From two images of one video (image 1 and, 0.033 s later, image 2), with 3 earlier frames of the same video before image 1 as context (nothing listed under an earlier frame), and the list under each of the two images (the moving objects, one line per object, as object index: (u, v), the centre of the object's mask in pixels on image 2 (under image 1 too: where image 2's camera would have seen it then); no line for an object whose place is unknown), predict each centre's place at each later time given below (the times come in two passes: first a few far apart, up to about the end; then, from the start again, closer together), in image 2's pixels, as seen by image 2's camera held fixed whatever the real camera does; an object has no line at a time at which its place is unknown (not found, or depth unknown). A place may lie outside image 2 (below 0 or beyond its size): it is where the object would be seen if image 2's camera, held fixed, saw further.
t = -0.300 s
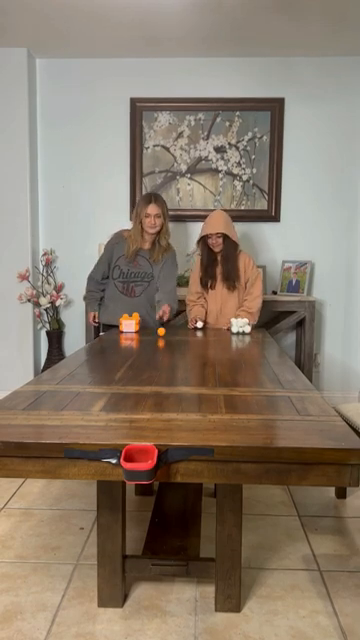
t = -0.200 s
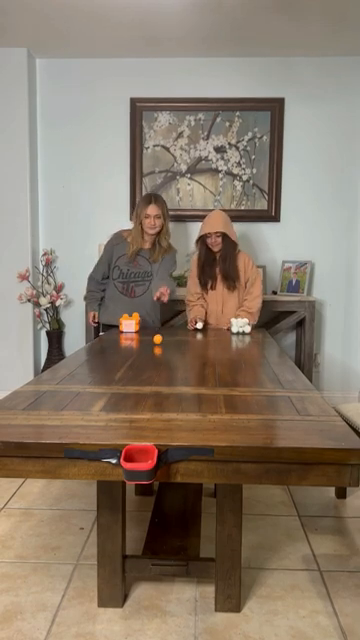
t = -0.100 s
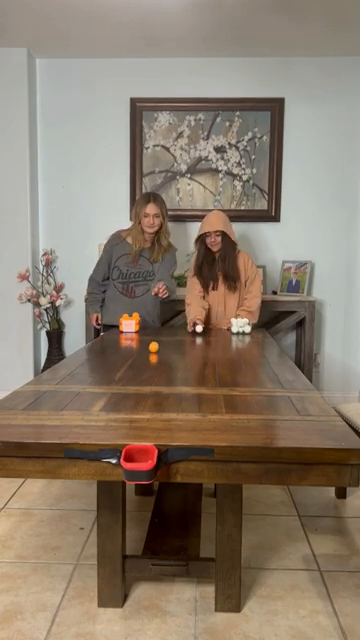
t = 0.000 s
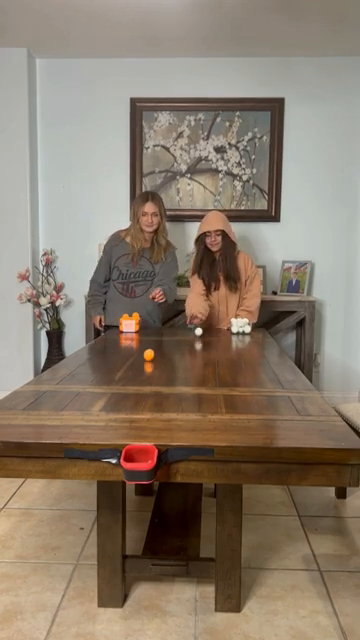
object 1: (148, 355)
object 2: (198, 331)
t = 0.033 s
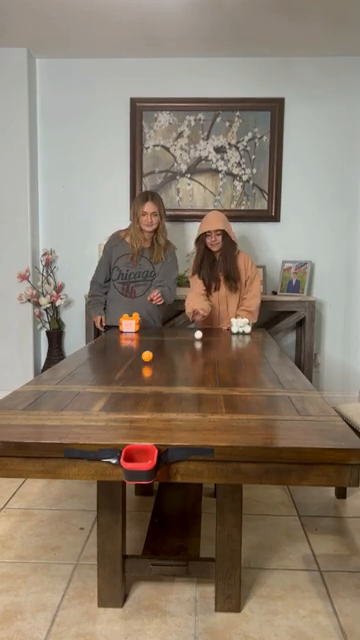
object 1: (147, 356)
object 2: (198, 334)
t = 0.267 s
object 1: (131, 377)
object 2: (196, 341)
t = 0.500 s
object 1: (109, 403)
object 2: (195, 350)
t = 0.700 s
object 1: (81, 437)
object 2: (194, 356)
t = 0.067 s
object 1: (145, 359)
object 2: (198, 335)
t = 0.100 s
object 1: (143, 363)
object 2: (197, 335)
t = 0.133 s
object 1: (141, 364)
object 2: (197, 338)
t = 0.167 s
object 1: (139, 368)
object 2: (197, 338)
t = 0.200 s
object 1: (136, 370)
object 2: (197, 339)
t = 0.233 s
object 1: (134, 373)
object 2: (197, 342)
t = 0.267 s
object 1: (131, 377)
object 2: (196, 341)
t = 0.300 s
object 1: (129, 379)
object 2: (196, 343)
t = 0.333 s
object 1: (126, 384)
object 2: (196, 344)
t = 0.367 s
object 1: (123, 385)
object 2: (196, 344)
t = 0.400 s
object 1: (120, 390)
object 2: (196, 346)
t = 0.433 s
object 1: (117, 393)
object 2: (195, 347)
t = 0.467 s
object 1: (113, 396)
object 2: (195, 348)
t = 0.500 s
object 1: (109, 403)
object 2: (195, 350)
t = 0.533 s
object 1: (105, 405)
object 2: (195, 349)
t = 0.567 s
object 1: (101, 409)
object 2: (195, 351)
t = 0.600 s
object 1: (97, 417)
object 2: (194, 352)
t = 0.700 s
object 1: (81, 437)
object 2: (194, 356)
